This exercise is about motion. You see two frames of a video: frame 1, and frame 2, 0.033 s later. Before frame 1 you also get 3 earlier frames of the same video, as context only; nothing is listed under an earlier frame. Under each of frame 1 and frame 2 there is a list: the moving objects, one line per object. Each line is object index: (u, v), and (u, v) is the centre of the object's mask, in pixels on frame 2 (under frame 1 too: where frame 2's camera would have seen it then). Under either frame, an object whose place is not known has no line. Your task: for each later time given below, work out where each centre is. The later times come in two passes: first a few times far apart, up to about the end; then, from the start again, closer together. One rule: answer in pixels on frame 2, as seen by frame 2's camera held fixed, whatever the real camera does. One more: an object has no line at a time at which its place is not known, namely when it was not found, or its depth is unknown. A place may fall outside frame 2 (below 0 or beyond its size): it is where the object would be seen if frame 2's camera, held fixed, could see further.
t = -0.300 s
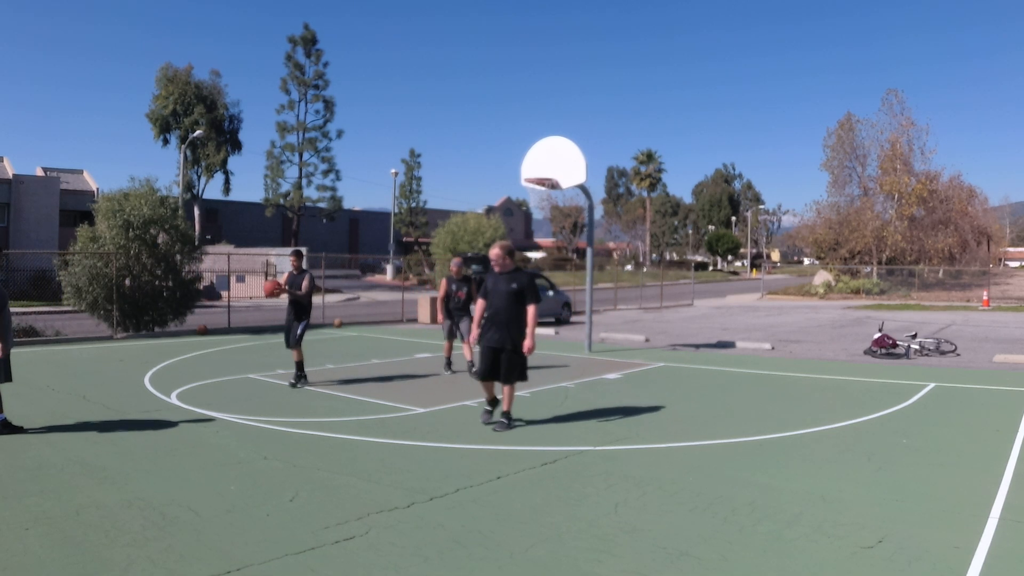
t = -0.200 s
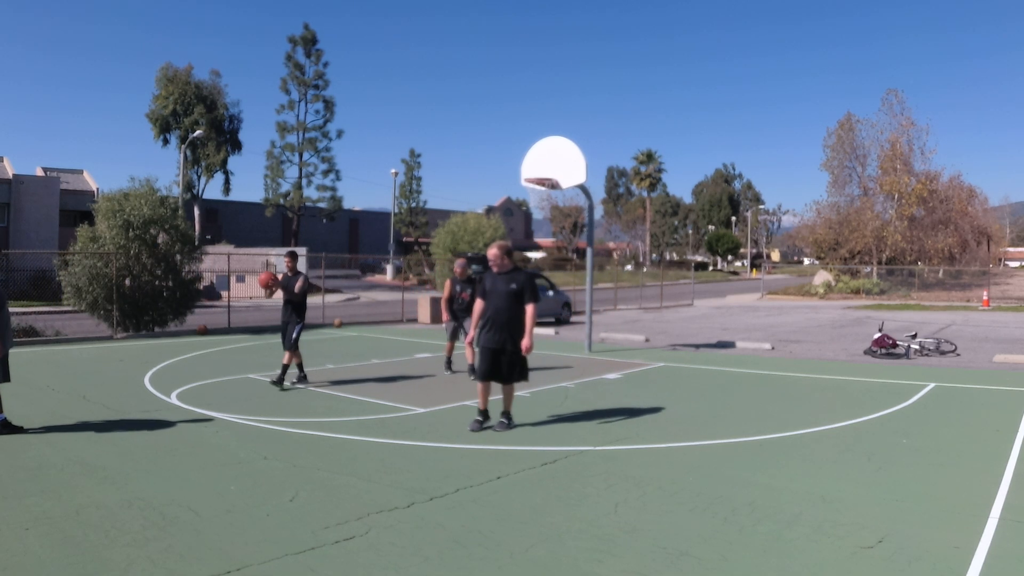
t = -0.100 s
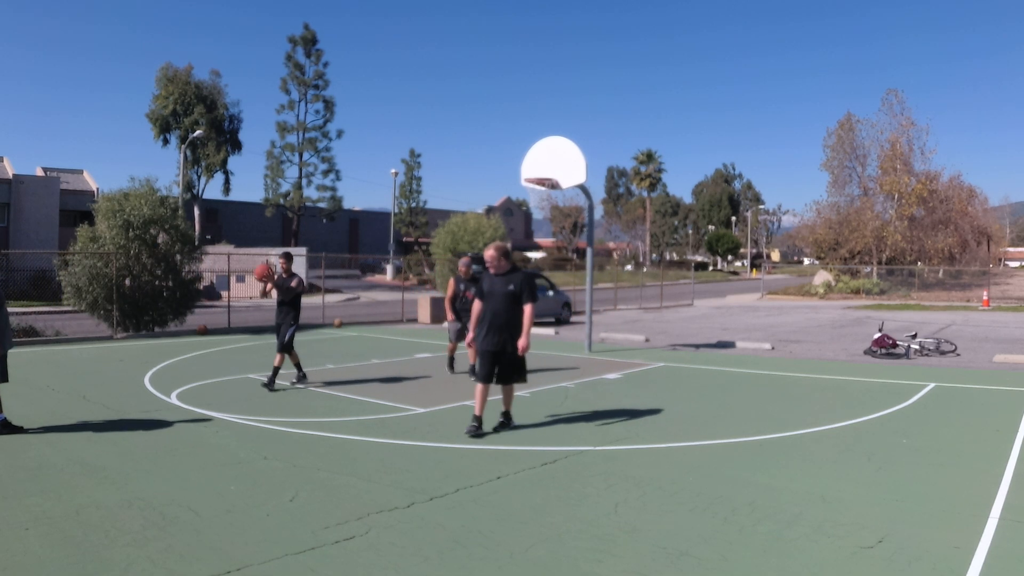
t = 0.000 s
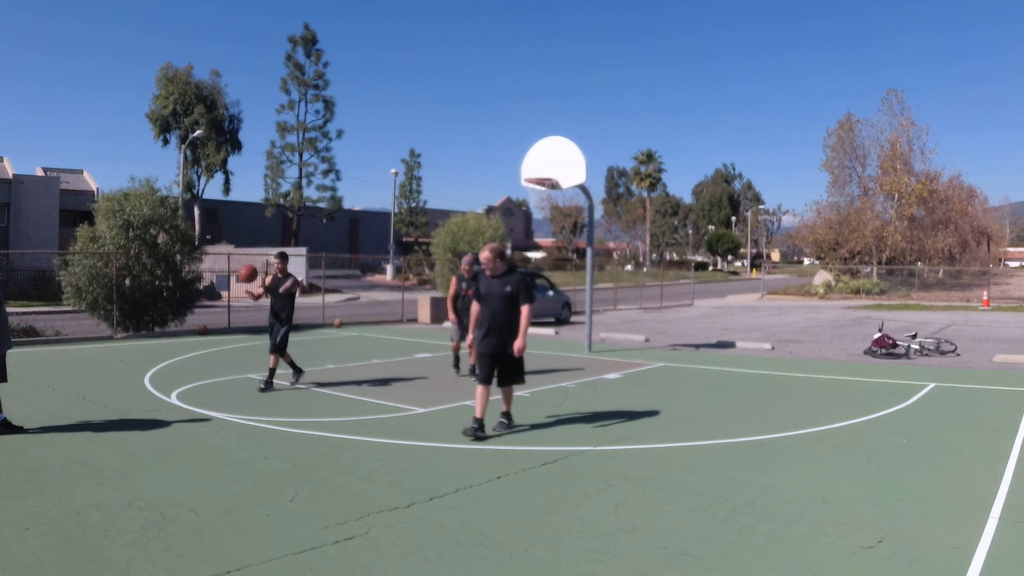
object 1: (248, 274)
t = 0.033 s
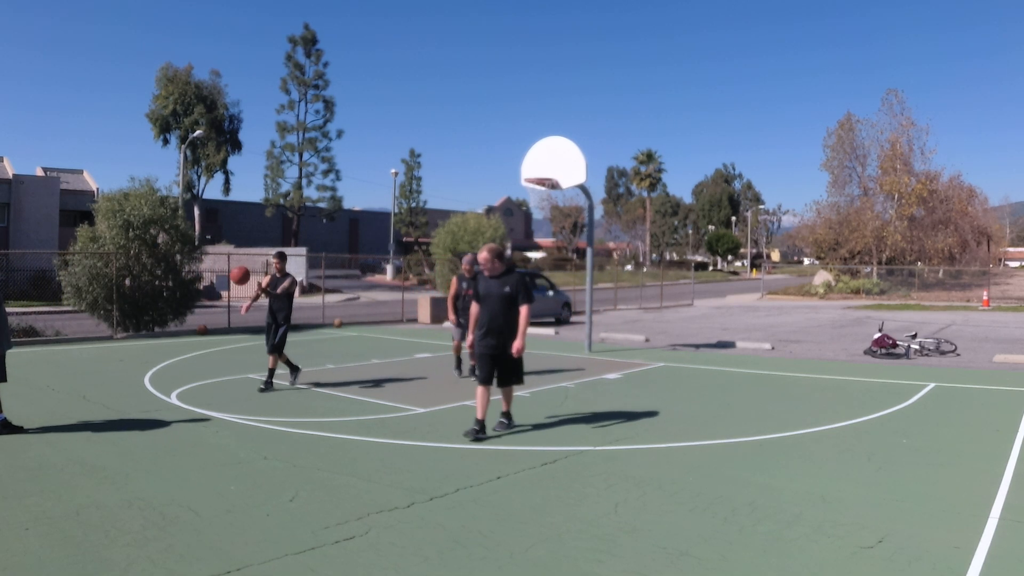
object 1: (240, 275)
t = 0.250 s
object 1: (184, 312)
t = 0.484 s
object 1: (115, 410)
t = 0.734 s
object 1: (80, 343)
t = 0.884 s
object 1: (58, 327)
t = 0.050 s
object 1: (236, 277)
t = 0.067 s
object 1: (232, 278)
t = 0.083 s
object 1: (228, 280)
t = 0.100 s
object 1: (224, 282)
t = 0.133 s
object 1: (215, 287)
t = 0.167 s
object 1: (207, 292)
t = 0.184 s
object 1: (202, 296)
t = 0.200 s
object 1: (197, 299)
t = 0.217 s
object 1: (193, 303)
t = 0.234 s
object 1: (189, 307)
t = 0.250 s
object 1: (184, 312)
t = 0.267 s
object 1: (180, 317)
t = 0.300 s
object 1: (170, 327)
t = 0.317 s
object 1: (165, 333)
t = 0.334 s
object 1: (161, 339)
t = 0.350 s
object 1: (156, 346)
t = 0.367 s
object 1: (151, 353)
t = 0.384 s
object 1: (146, 360)
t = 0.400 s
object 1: (141, 367)
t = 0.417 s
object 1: (136, 375)
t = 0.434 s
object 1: (131, 383)
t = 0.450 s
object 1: (126, 391)
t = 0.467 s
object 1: (121, 401)
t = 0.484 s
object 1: (115, 410)
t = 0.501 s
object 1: (113, 409)
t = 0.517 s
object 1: (110, 402)
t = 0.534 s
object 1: (108, 396)
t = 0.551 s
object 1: (105, 390)
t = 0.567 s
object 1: (103, 385)
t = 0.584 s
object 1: (101, 380)
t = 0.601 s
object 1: (98, 375)
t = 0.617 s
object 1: (96, 370)
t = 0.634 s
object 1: (94, 365)
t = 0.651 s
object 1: (91, 361)
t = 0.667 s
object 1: (89, 357)
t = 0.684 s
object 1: (86, 352)
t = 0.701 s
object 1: (84, 349)
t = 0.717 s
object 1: (82, 346)
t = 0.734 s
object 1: (80, 343)
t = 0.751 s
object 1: (77, 340)
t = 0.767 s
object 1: (75, 337)
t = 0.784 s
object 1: (72, 335)
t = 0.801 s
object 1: (70, 333)
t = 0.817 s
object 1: (68, 331)
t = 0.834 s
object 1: (65, 330)
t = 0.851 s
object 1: (63, 329)
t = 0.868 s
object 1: (60, 328)
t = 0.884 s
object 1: (58, 327)
